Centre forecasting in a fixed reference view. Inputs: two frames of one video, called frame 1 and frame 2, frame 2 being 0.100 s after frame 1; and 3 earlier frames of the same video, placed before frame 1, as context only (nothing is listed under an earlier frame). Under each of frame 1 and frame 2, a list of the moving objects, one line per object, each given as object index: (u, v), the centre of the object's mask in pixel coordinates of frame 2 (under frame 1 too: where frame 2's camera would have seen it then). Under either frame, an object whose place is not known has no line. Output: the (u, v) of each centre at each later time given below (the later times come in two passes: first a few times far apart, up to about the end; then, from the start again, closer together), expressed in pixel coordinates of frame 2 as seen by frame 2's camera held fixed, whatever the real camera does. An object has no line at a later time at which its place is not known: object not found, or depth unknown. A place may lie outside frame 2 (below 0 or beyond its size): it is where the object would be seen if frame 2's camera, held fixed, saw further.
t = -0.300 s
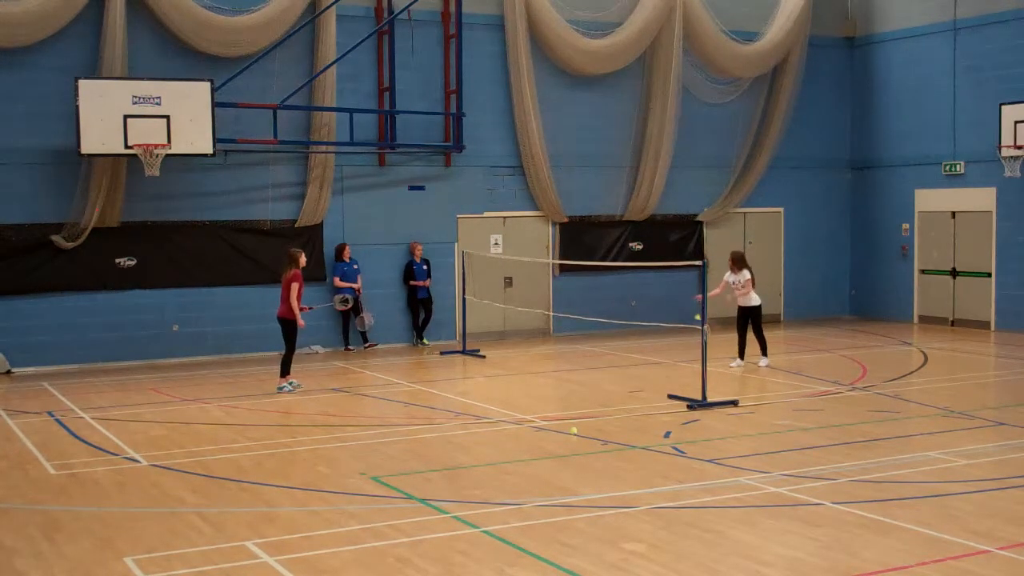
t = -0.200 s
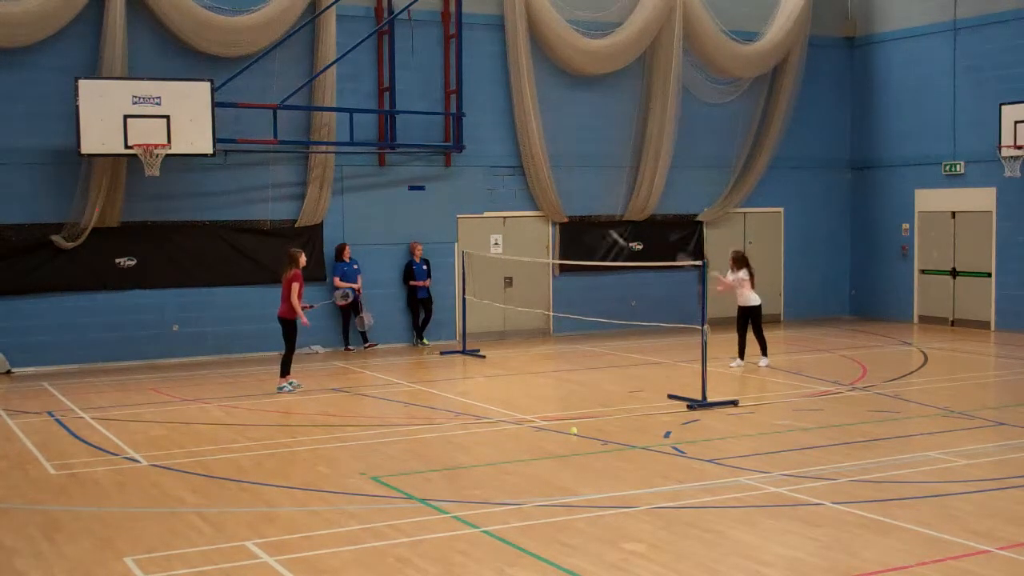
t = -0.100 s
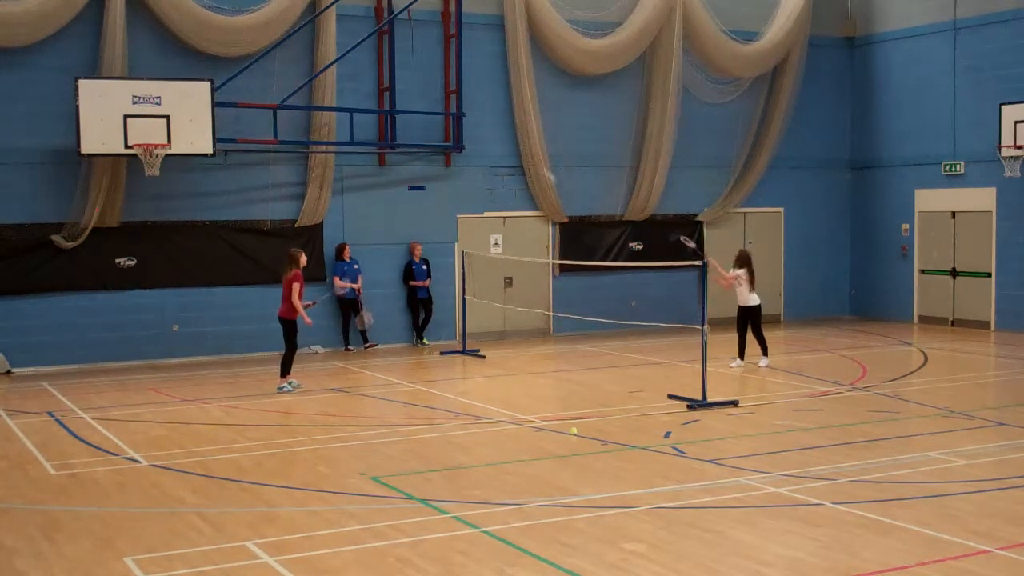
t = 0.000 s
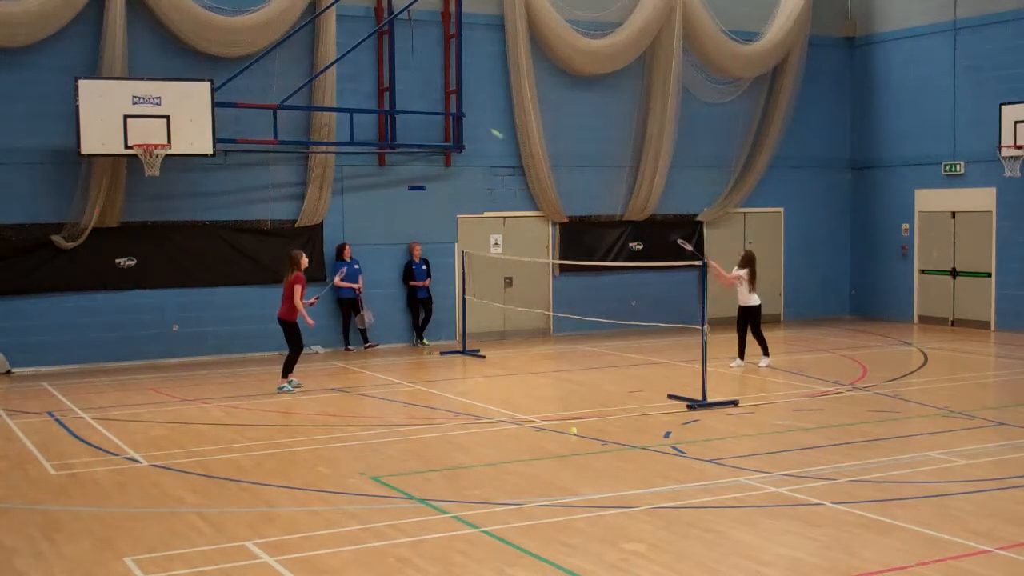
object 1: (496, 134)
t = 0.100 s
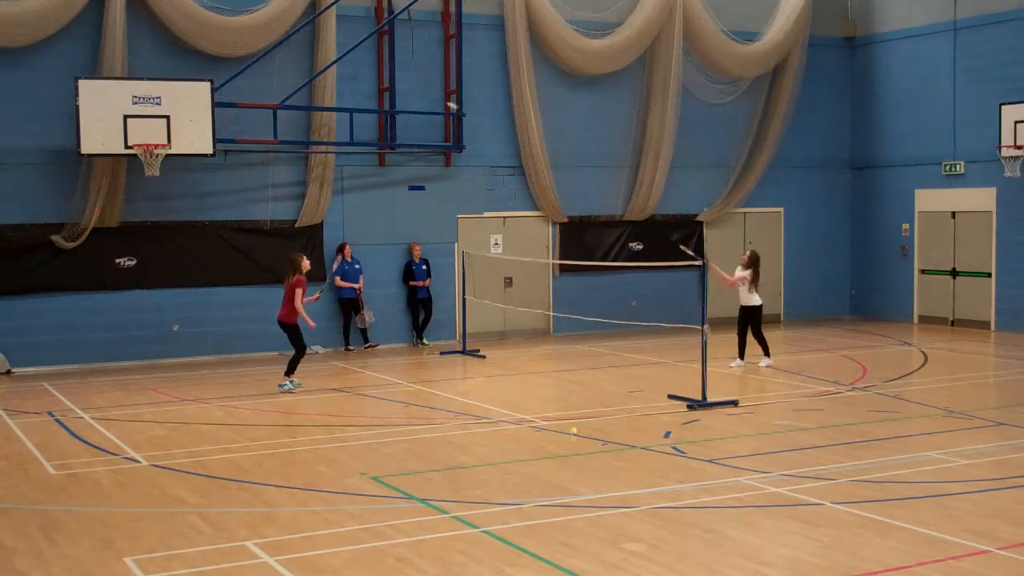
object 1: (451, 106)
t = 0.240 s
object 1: (398, 83)
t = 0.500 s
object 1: (317, 87)
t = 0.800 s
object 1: (247, 151)
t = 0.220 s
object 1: (405, 85)
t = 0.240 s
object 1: (398, 83)
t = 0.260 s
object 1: (392, 82)
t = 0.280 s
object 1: (385, 81)
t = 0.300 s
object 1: (378, 80)
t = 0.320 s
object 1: (371, 79)
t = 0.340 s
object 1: (365, 78)
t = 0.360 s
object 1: (359, 78)
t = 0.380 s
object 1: (352, 79)
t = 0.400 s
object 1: (346, 79)
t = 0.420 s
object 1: (340, 80)
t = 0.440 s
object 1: (336, 82)
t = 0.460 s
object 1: (329, 83)
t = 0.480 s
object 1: (323, 85)
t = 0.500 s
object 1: (317, 87)
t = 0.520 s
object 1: (311, 90)
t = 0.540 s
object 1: (306, 92)
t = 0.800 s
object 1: (247, 151)
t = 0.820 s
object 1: (242, 158)
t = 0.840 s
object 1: (239, 163)
